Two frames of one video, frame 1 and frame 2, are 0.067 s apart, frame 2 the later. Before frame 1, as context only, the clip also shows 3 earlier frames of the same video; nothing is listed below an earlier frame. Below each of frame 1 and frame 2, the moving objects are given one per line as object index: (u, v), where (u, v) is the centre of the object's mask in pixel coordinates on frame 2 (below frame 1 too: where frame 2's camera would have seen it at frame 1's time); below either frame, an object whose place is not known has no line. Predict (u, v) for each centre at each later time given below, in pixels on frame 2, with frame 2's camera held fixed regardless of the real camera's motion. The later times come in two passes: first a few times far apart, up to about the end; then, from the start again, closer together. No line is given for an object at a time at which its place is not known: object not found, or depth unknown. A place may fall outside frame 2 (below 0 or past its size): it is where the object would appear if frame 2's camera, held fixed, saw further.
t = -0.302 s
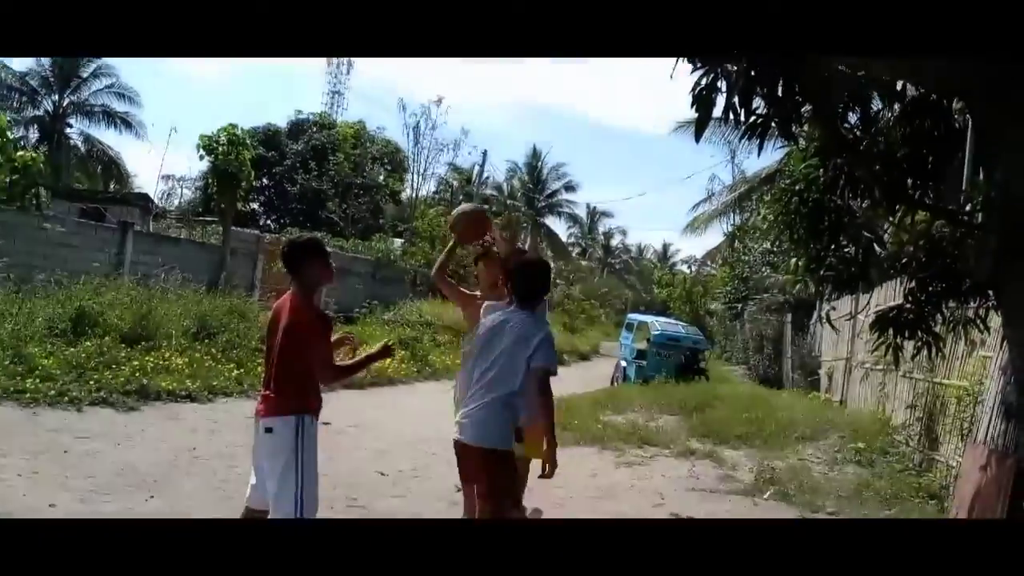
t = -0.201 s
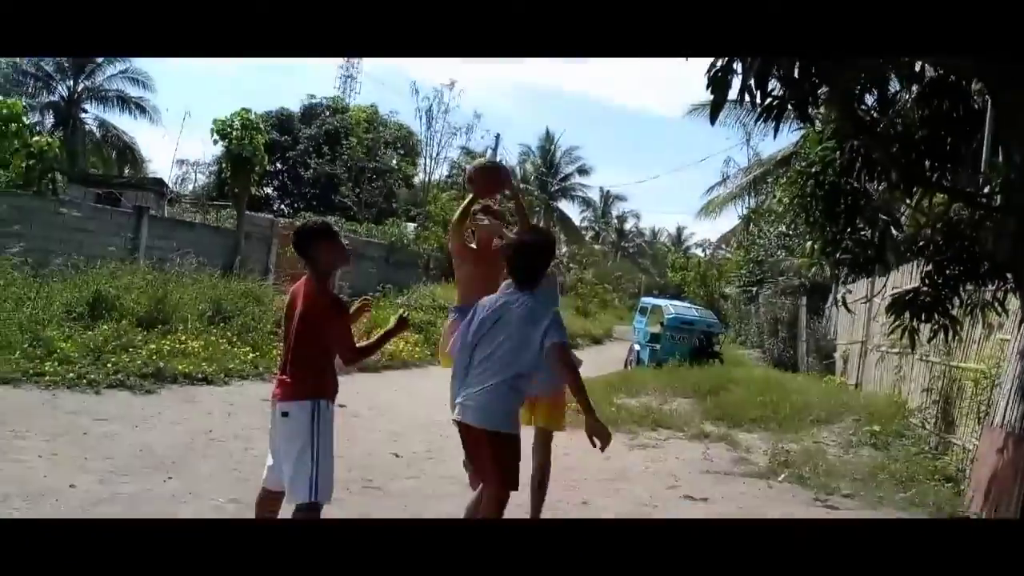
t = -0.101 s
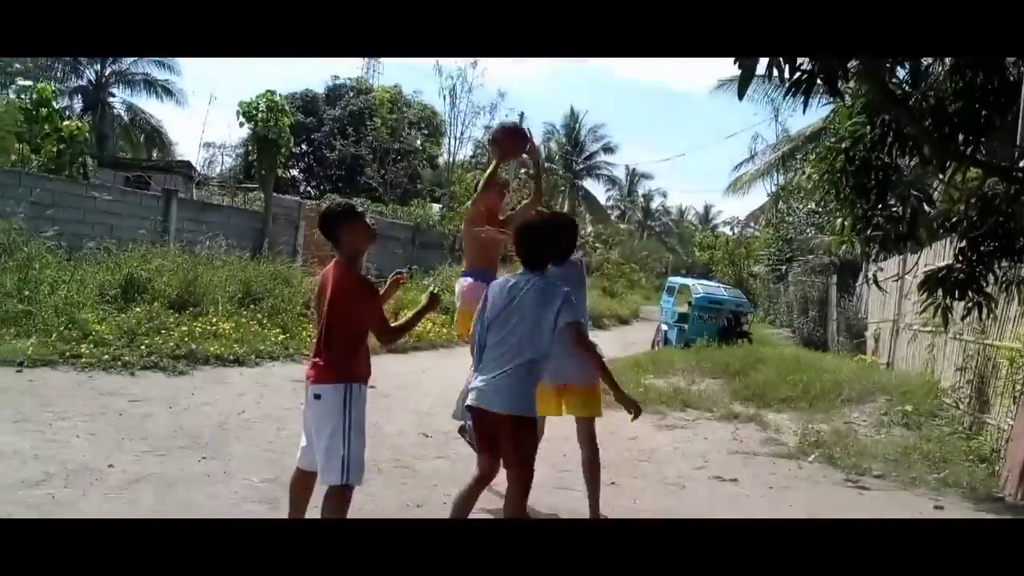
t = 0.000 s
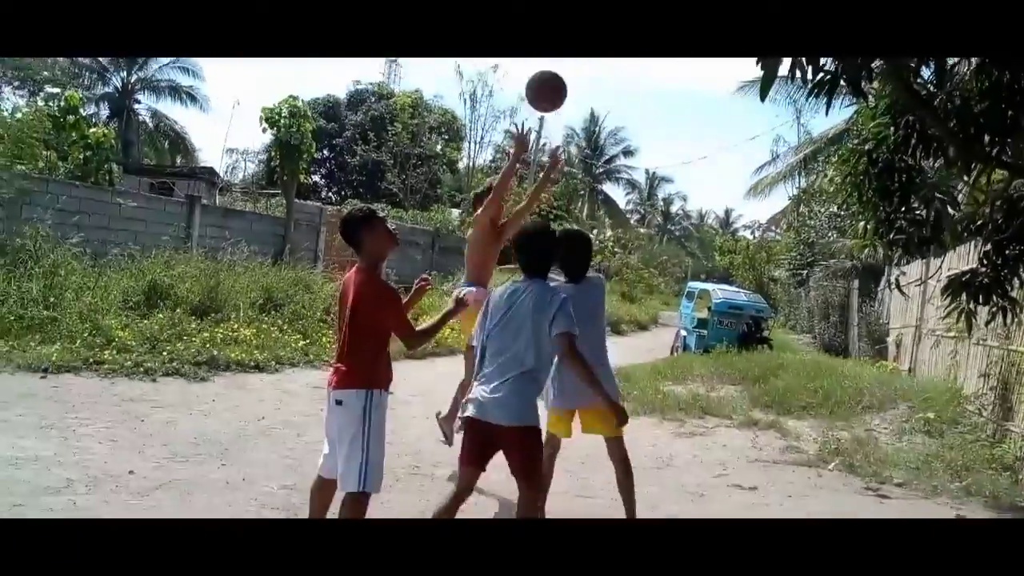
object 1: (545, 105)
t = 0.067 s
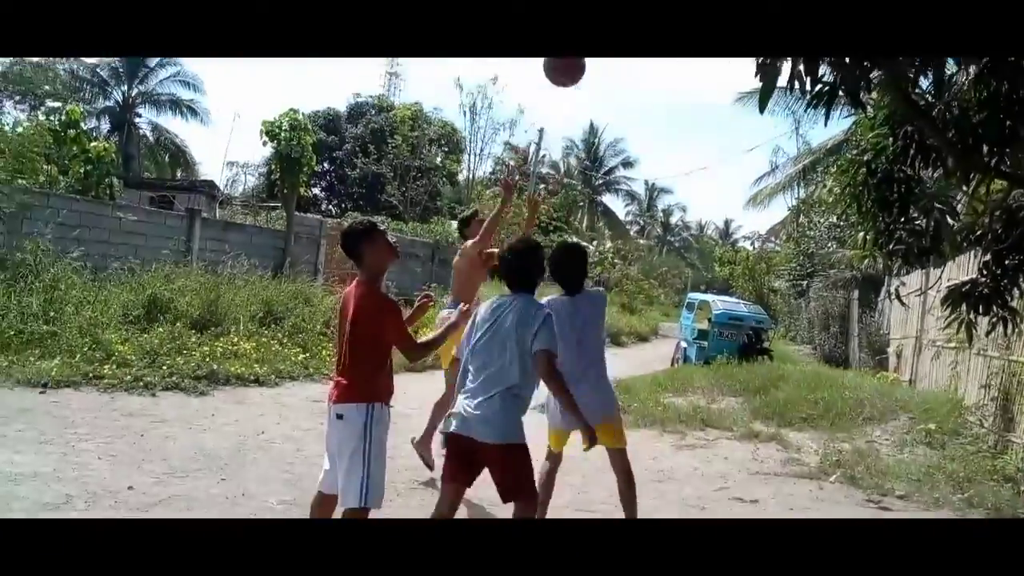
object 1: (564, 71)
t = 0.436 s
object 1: (671, -17)
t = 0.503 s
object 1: (666, -4)
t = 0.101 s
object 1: (576, 55)
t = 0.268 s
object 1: (637, -17)
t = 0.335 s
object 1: (656, -25)
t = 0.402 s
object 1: (673, -22)
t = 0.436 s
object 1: (671, -17)
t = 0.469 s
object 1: (669, -14)
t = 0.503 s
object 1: (666, -4)
